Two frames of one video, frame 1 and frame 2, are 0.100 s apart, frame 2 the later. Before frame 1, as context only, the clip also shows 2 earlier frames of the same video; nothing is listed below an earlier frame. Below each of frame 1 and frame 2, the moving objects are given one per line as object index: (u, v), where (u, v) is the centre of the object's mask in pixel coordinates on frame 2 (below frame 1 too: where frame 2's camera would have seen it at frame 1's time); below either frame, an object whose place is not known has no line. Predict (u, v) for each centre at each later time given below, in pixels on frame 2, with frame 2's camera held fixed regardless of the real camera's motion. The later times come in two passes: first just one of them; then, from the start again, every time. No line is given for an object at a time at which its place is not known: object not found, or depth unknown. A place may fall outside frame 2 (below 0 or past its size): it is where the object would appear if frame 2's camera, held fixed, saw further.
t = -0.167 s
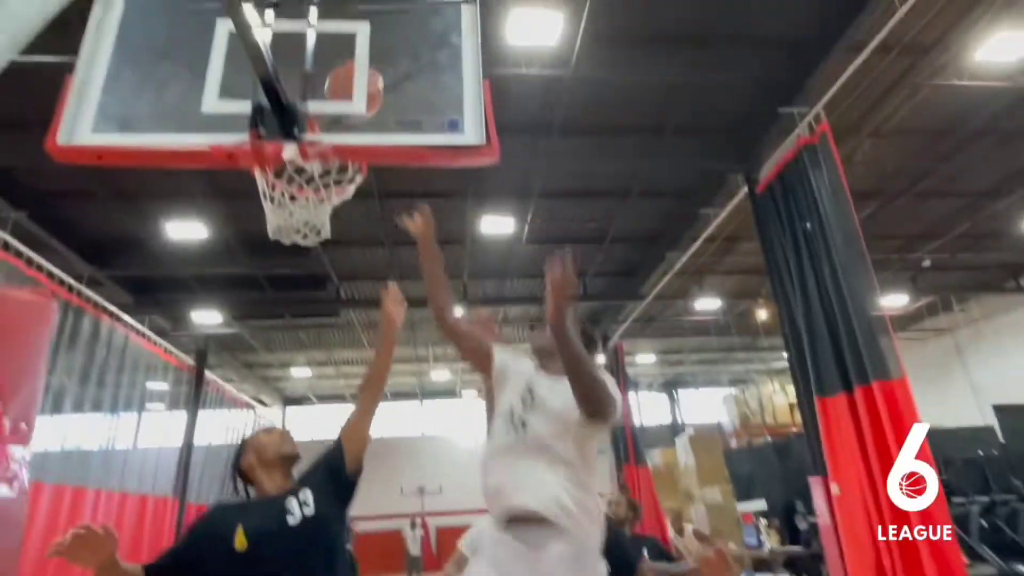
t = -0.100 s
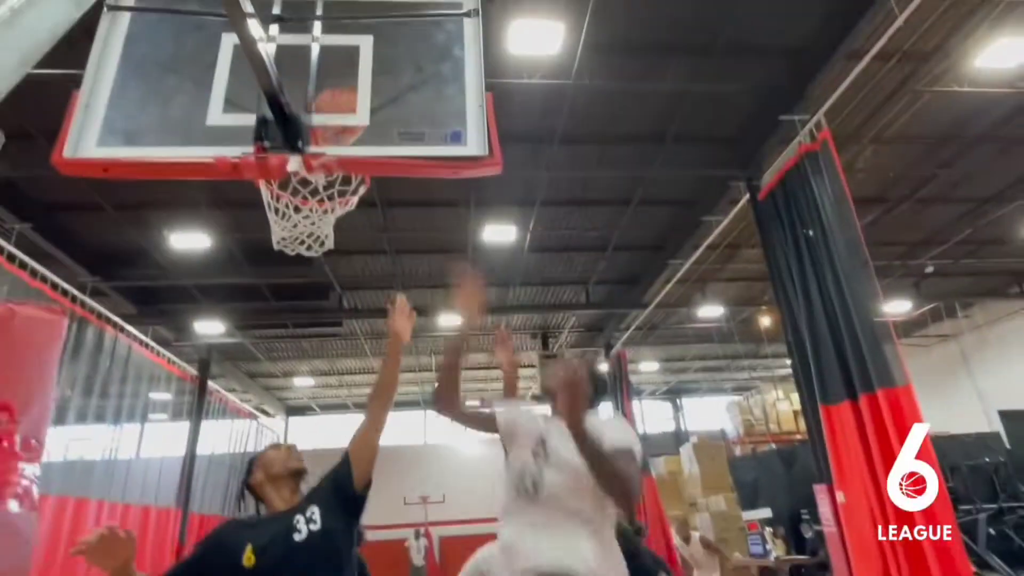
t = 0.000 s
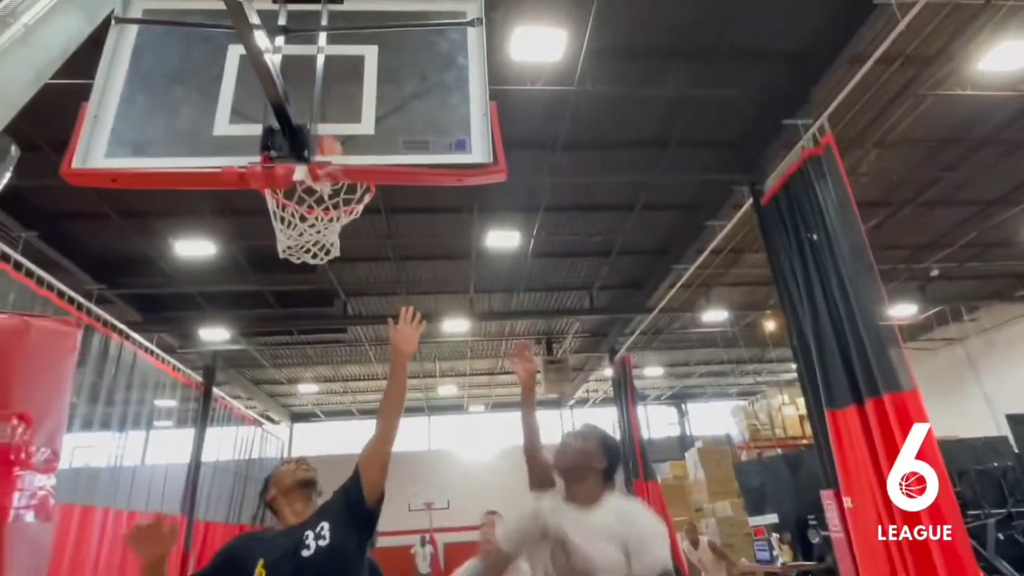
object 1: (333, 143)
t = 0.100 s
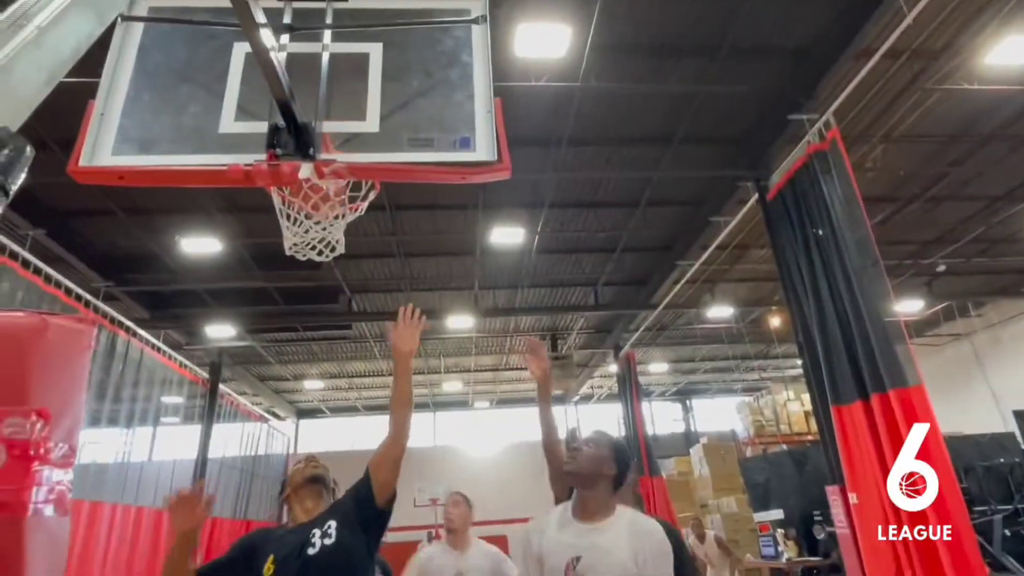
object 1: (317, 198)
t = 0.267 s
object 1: (367, 222)
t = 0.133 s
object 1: (331, 200)
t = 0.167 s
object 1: (351, 208)
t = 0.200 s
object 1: (361, 213)
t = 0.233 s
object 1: (363, 215)
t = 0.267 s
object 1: (367, 222)
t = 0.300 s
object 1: (367, 219)
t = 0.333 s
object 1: (366, 219)
